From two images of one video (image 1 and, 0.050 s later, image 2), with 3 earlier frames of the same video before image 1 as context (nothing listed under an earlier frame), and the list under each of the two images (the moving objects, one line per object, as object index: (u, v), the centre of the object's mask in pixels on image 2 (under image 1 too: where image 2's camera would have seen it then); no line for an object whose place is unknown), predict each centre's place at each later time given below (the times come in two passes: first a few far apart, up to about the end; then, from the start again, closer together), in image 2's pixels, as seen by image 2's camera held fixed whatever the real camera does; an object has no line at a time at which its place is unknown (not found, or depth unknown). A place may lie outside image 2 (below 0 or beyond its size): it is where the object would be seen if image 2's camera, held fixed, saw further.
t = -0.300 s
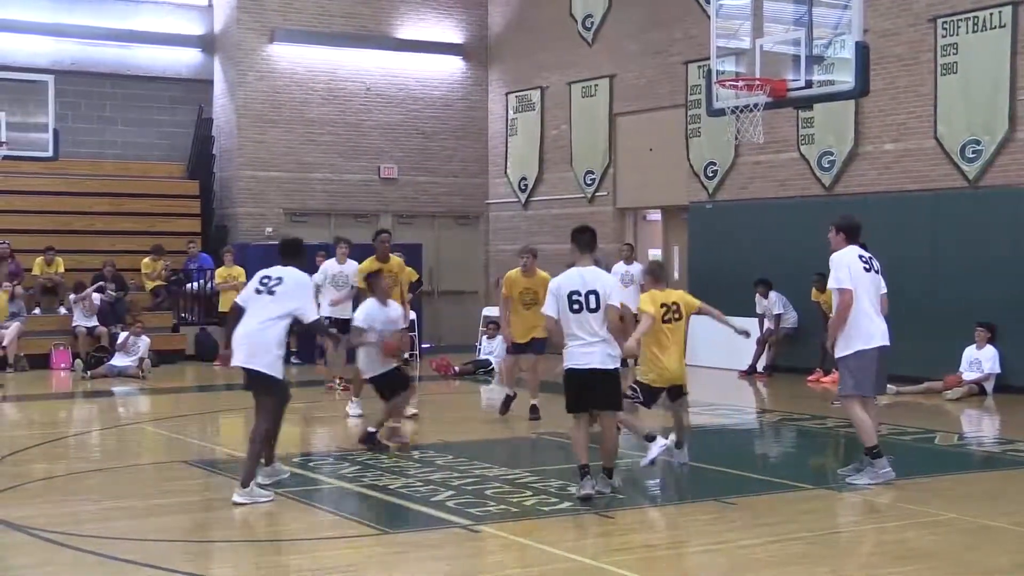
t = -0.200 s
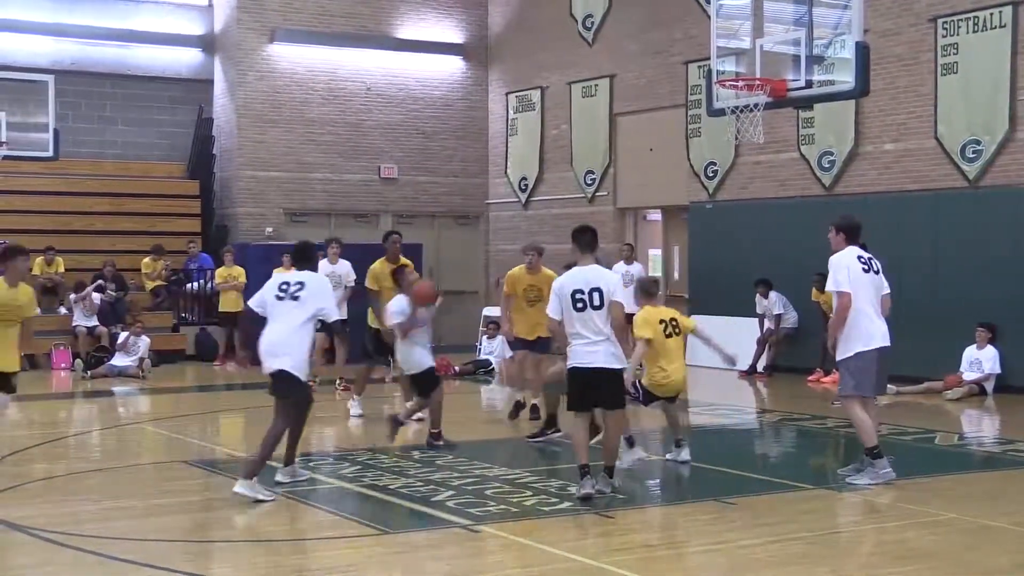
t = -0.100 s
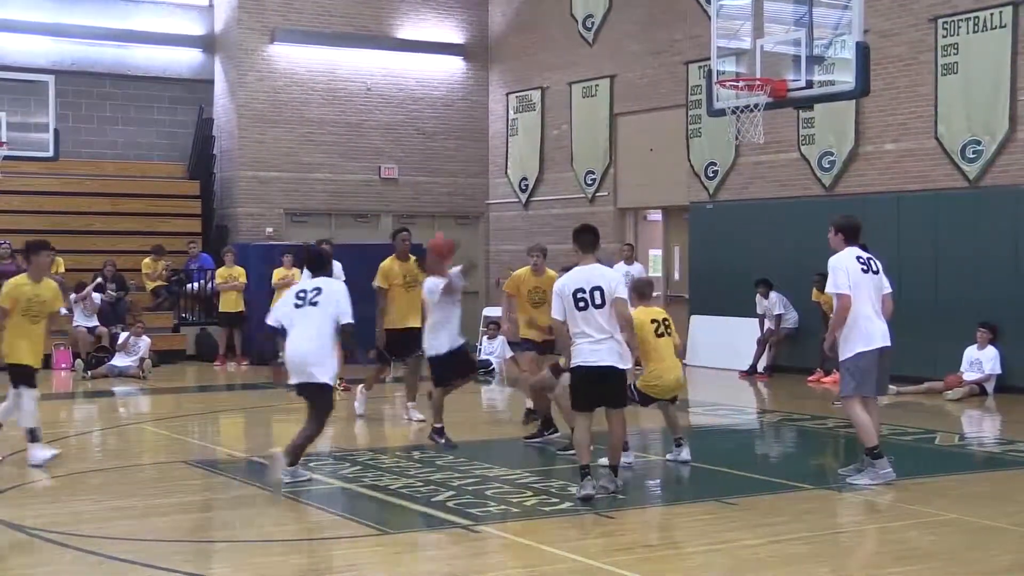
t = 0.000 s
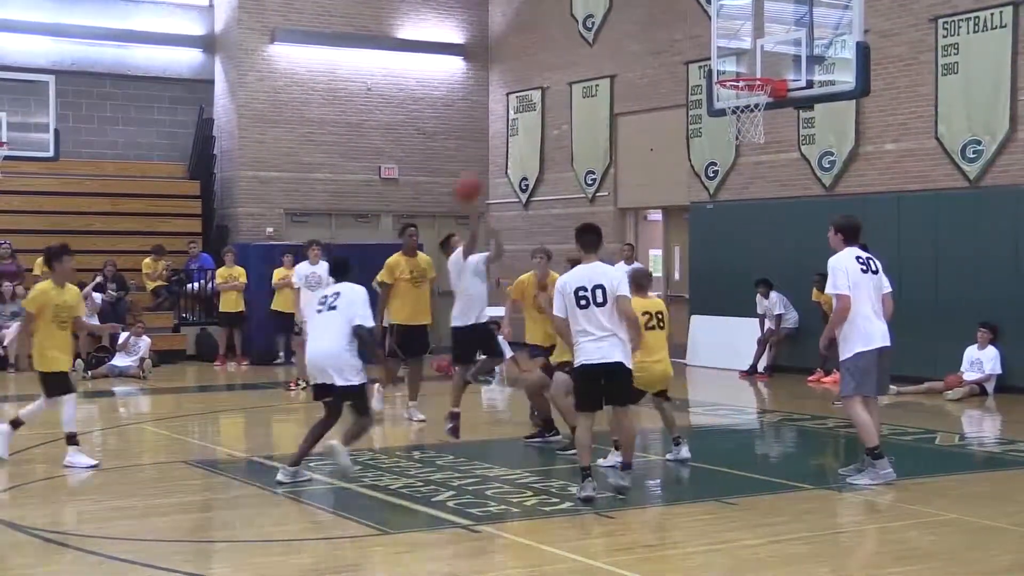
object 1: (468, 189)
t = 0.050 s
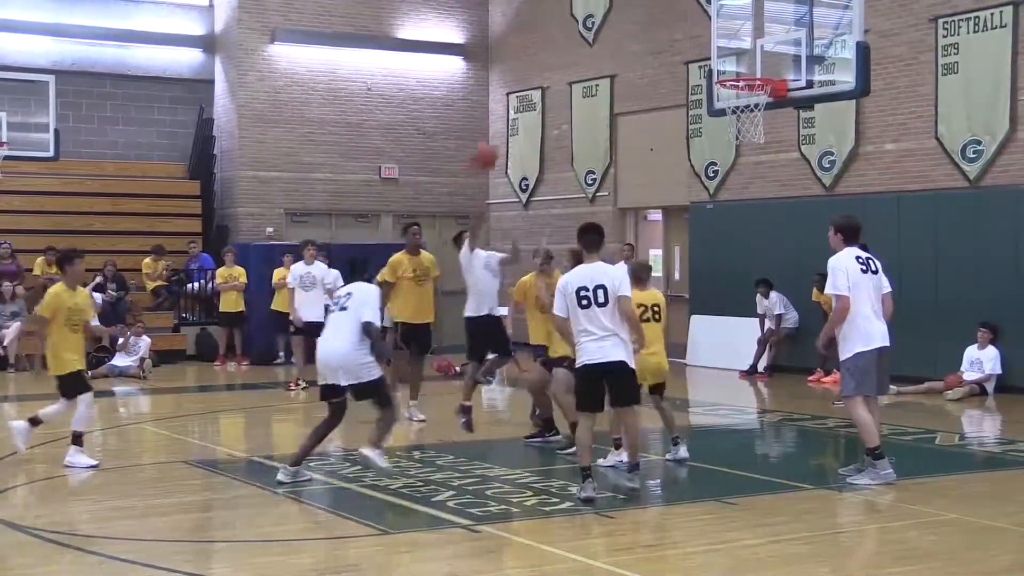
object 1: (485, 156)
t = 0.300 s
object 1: (565, 51)
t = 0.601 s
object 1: (662, 19)
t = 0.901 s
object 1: (755, 88)
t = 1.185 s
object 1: (742, 113)
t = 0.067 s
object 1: (490, 149)
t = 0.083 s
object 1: (494, 140)
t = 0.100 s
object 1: (499, 131)
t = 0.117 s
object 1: (505, 123)
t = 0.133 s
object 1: (510, 114)
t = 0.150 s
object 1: (516, 106)
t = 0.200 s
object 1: (533, 84)
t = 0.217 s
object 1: (538, 79)
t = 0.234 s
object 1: (544, 72)
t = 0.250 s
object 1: (549, 66)
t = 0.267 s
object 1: (554, 60)
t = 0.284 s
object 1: (560, 55)
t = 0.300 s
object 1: (565, 51)
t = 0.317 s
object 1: (570, 46)
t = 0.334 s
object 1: (576, 43)
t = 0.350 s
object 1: (582, 38)
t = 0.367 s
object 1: (587, 35)
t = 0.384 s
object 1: (592, 32)
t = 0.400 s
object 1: (597, 29)
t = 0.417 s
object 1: (604, 27)
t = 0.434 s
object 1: (609, 24)
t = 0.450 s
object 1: (614, 22)
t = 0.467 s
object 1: (619, 20)
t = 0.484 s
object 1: (625, 18)
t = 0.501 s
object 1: (631, 18)
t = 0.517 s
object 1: (636, 17)
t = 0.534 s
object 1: (641, 17)
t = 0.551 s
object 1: (646, 17)
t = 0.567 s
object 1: (652, 17)
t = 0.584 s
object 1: (657, 18)
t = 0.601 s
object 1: (662, 19)
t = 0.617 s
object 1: (668, 20)
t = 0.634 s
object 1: (673, 22)
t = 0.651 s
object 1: (678, 24)
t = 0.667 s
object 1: (684, 26)
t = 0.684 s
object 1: (689, 29)
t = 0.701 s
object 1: (695, 31)
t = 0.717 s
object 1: (700, 36)
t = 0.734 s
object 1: (706, 40)
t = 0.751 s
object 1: (711, 42)
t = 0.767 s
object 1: (717, 47)
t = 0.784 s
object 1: (722, 52)
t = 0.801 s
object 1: (726, 56)
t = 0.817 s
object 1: (733, 63)
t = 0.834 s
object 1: (737, 66)
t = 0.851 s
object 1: (743, 70)
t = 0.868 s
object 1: (748, 73)
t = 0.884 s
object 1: (751, 81)
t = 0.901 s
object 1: (755, 88)
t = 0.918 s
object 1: (754, 91)
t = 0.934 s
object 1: (762, 100)
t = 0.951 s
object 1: (759, 96)
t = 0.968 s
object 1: (757, 102)
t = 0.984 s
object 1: (757, 104)
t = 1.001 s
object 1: (757, 104)
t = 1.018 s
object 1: (756, 104)
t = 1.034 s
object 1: (756, 106)
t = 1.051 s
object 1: (755, 106)
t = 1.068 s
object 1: (753, 106)
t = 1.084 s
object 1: (751, 106)
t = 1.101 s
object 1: (752, 106)
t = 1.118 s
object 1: (749, 107)
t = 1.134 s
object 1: (747, 110)
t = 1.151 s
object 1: (745, 109)
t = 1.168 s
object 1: (743, 111)
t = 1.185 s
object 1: (742, 113)
